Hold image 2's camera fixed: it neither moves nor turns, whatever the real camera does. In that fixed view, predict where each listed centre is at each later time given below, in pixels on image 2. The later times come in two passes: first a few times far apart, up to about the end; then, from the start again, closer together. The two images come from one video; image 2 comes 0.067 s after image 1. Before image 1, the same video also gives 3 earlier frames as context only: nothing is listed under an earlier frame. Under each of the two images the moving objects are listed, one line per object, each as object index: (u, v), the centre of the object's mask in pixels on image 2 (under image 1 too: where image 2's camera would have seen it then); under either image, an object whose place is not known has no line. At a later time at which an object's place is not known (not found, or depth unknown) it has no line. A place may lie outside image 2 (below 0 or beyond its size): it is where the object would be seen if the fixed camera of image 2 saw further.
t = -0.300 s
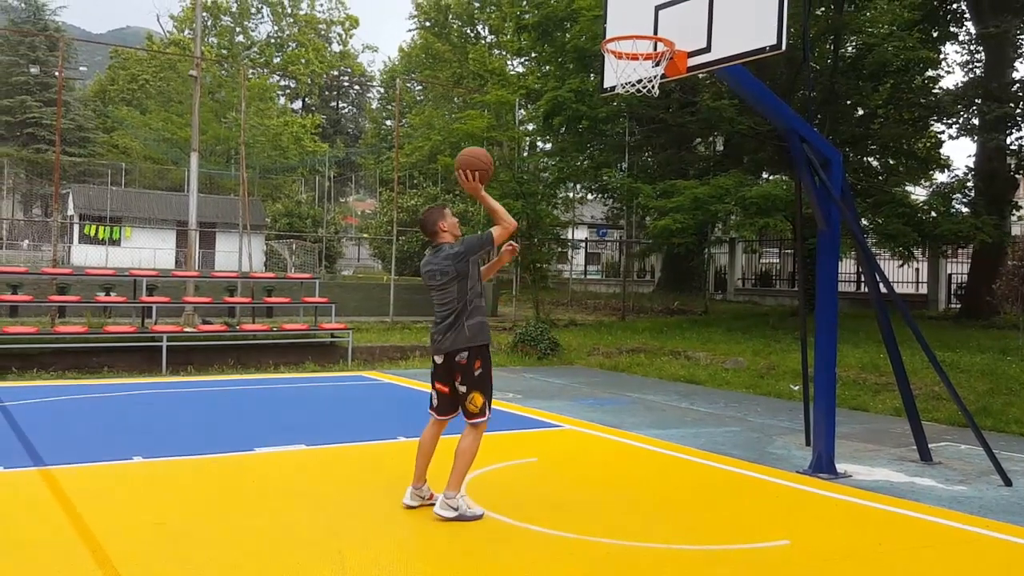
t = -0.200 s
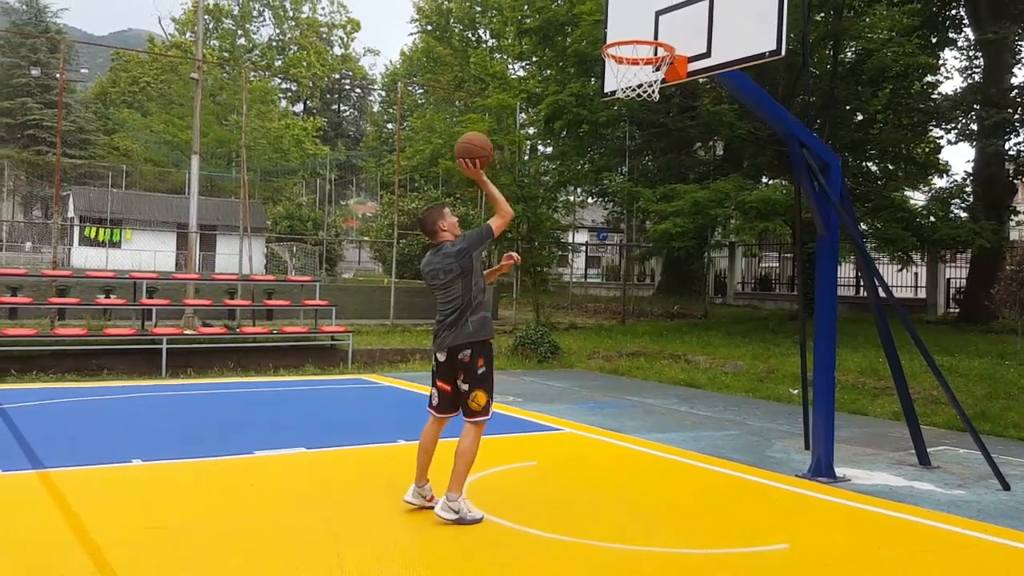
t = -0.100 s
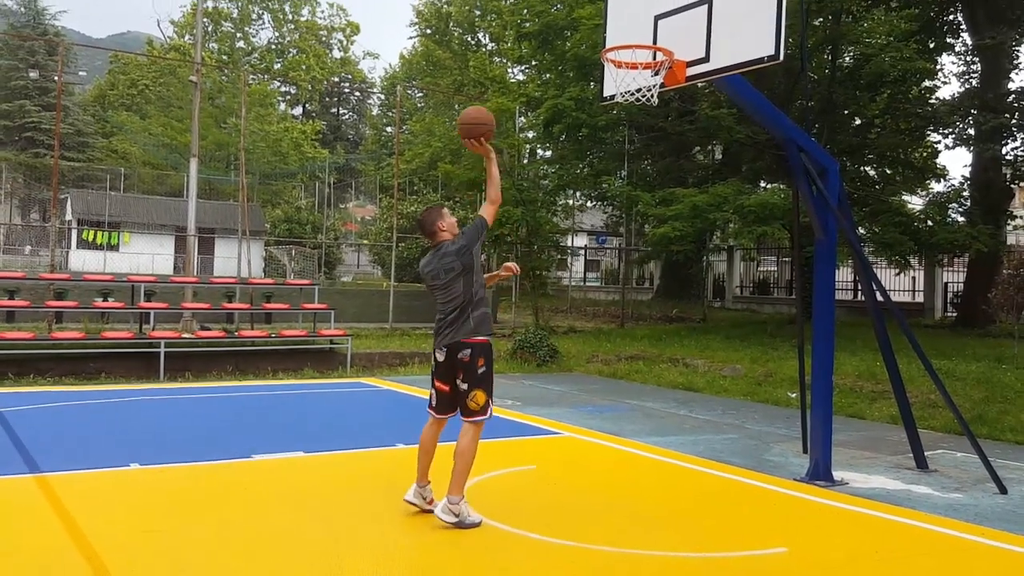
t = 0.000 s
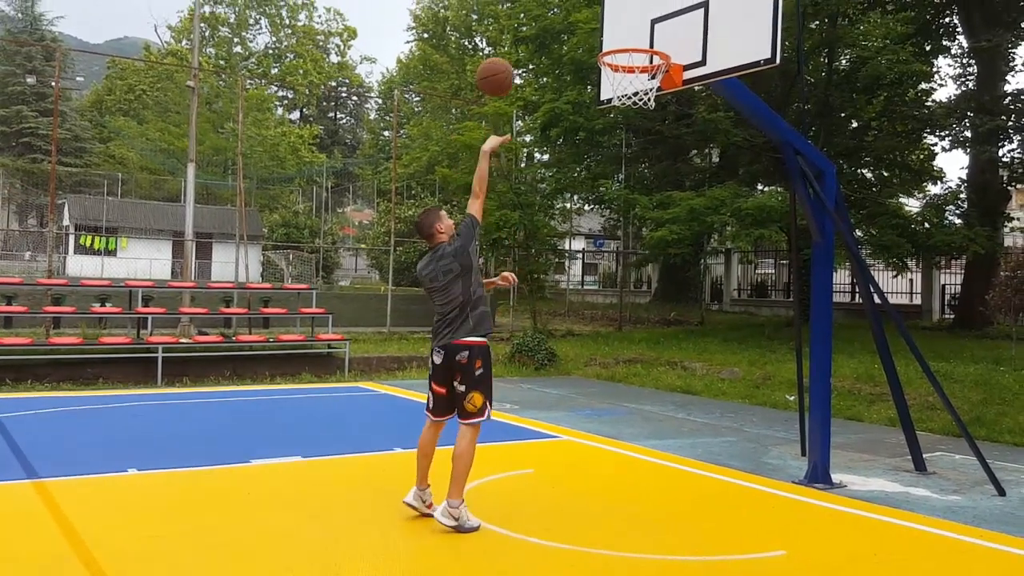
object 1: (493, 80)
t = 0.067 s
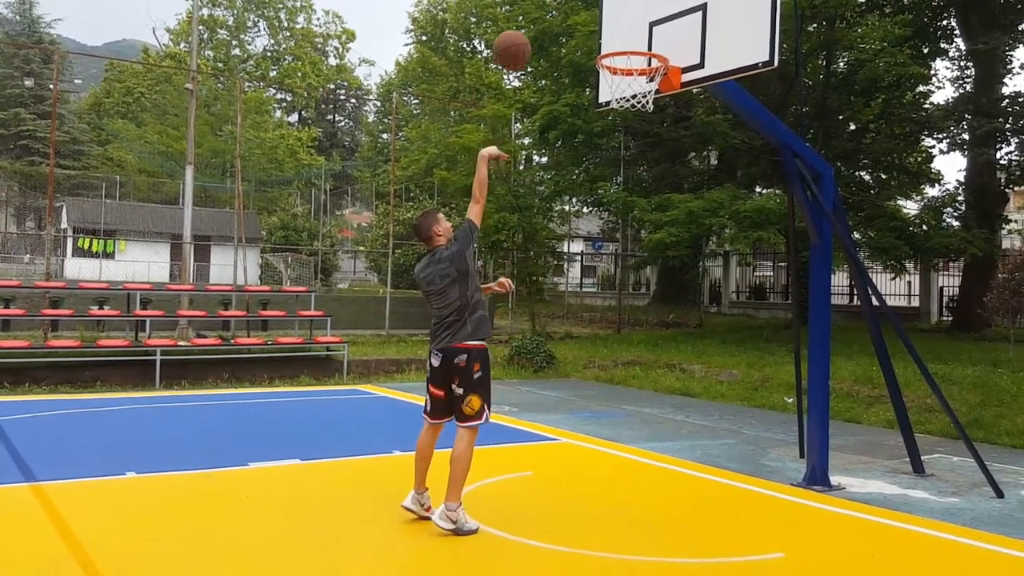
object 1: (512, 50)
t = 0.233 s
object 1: (554, 9)
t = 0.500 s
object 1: (614, 28)
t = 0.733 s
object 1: (653, 94)
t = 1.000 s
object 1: (661, 186)
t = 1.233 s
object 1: (666, 341)
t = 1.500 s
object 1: (661, 409)
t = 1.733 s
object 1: (639, 305)
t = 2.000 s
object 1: (614, 277)
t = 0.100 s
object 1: (520, 38)
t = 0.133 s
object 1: (529, 28)
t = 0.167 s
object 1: (537, 19)
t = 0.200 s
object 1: (545, 13)
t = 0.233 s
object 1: (554, 9)
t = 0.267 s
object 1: (561, 7)
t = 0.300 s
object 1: (569, 6)
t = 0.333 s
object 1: (577, 6)
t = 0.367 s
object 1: (585, 7)
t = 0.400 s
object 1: (592, 9)
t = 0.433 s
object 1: (600, 13)
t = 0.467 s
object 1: (607, 20)
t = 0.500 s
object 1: (614, 28)
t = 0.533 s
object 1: (621, 36)
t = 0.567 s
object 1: (628, 44)
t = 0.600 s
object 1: (634, 55)
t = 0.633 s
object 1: (641, 68)
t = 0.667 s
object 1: (646, 77)
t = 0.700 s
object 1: (651, 87)
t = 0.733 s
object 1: (653, 94)
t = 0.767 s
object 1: (655, 103)
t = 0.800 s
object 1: (656, 108)
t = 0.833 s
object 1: (657, 118)
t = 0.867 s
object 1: (658, 129)
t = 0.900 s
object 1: (659, 141)
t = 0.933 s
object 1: (660, 155)
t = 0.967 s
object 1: (660, 170)
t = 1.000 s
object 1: (661, 186)
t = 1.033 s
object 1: (661, 205)
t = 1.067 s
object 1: (662, 224)
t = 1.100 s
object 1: (663, 244)
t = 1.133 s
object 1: (664, 267)
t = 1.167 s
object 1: (665, 290)
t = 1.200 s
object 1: (665, 315)
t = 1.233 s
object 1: (666, 341)
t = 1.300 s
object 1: (667, 398)
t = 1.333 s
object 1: (668, 428)
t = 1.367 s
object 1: (668, 461)
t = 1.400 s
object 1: (669, 475)
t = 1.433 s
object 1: (666, 451)
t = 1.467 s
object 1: (664, 429)
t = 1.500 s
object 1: (661, 409)
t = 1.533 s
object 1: (657, 389)
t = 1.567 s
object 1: (655, 372)
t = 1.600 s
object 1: (652, 356)
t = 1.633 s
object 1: (649, 341)
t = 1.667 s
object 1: (646, 327)
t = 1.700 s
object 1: (642, 315)
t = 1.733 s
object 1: (639, 305)
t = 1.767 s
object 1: (636, 296)
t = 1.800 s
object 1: (633, 289)
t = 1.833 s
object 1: (630, 283)
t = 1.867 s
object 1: (627, 280)
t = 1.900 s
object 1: (624, 277)
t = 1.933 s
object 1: (620, 275)
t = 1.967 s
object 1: (618, 275)
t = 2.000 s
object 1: (614, 277)
